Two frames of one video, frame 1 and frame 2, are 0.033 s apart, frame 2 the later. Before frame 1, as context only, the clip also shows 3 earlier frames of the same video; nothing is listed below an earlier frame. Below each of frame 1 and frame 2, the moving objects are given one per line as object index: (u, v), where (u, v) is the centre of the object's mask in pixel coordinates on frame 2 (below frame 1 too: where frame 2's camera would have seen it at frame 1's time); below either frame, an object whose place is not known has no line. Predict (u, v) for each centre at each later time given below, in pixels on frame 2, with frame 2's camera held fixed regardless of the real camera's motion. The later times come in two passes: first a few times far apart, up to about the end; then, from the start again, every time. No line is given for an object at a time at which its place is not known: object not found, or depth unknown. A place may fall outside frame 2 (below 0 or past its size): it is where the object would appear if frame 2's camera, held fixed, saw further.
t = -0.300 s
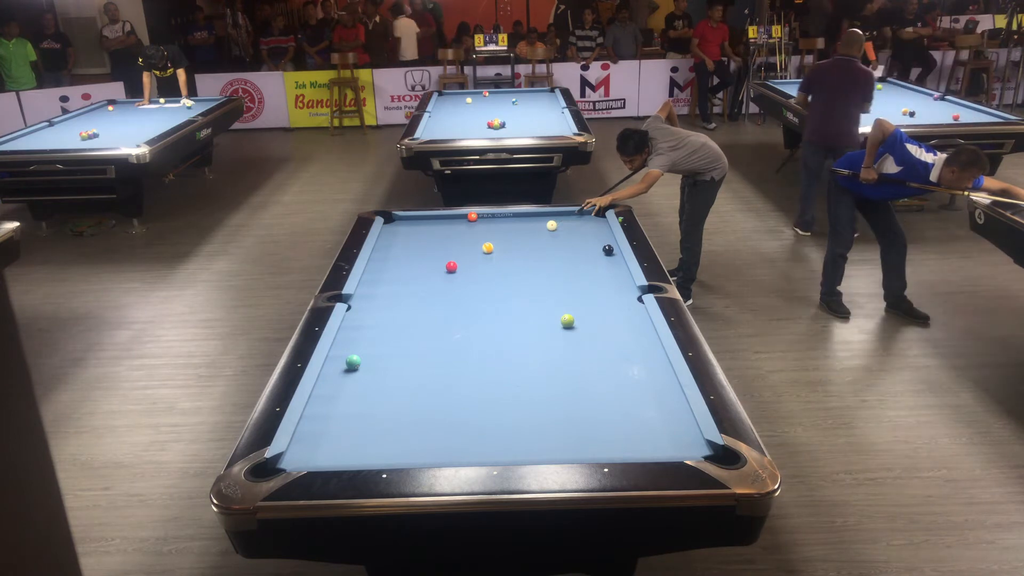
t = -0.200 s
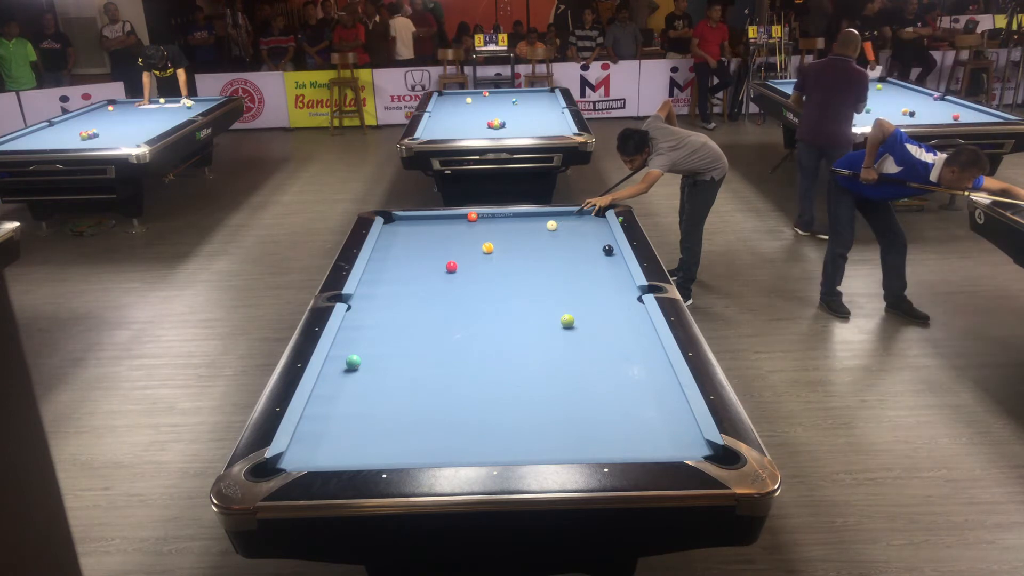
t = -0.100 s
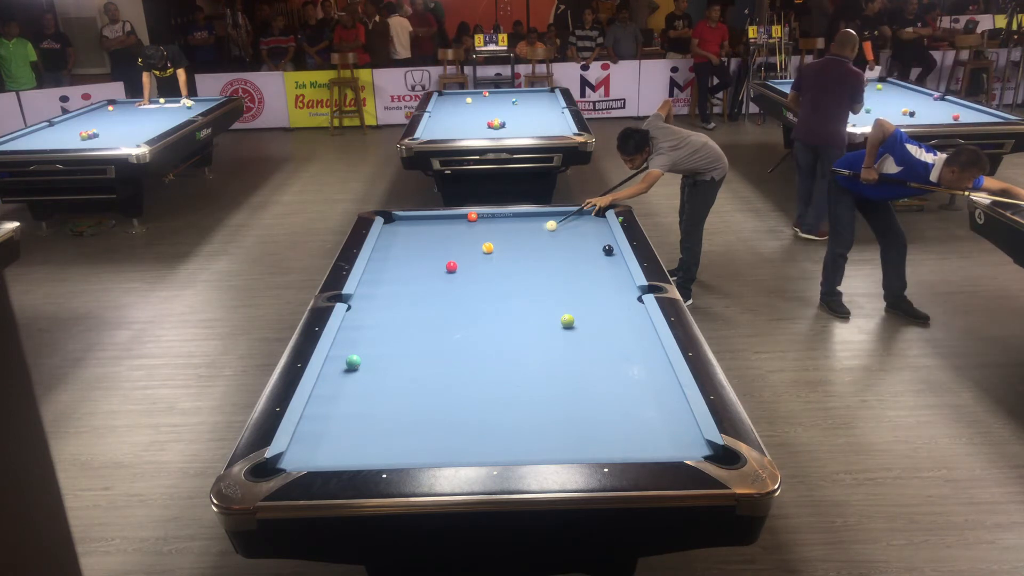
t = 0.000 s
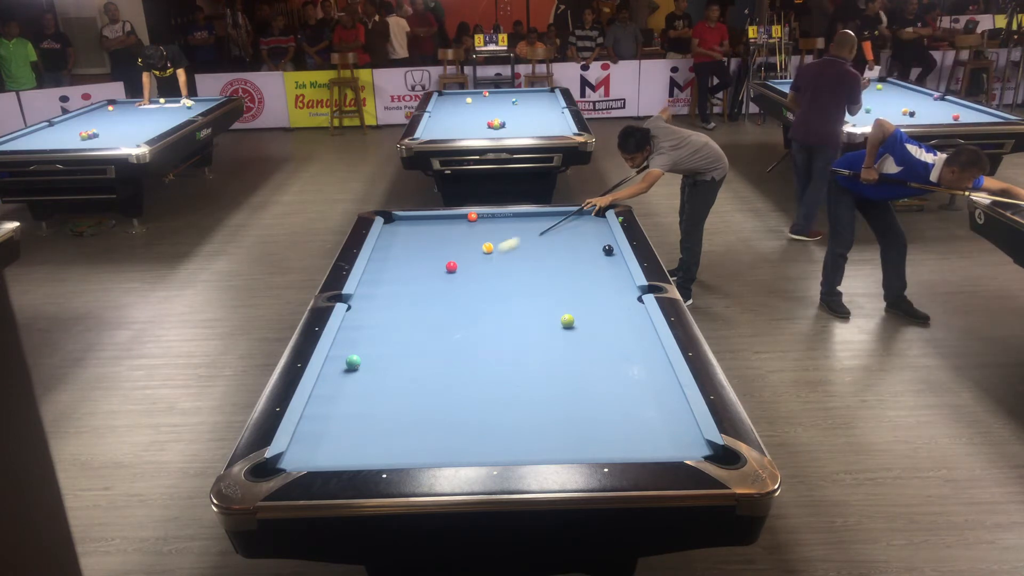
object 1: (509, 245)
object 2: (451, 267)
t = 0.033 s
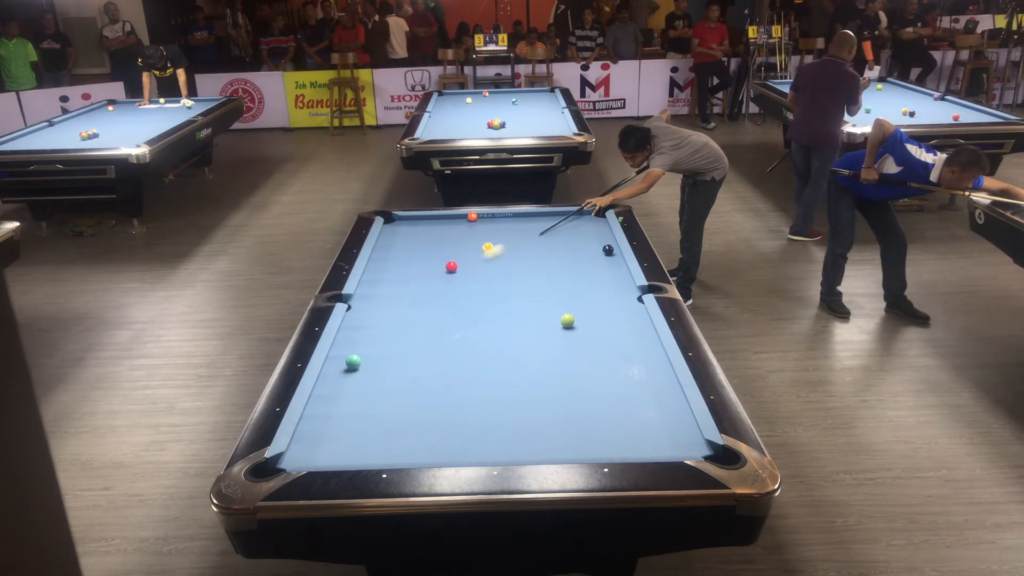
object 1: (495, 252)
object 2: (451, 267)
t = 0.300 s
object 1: (456, 311)
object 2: (371, 271)
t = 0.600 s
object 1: (446, 387)
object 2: (434, 271)
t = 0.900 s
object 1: (437, 441)
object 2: (492, 272)
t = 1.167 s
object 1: (436, 398)
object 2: (543, 272)
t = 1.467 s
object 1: (435, 359)
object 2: (599, 272)
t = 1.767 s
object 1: (434, 329)
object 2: (608, 274)
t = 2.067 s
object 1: (434, 303)
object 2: (583, 275)
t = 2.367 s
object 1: (434, 282)
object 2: (559, 276)
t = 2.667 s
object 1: (434, 264)
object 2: (536, 278)
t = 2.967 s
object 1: (435, 248)
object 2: (515, 279)
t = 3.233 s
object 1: (435, 235)
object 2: (498, 280)
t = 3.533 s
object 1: (436, 223)
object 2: (480, 282)
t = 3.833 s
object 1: (435, 220)
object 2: (463, 282)
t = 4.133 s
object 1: (433, 226)
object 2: (448, 283)
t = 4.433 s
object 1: (432, 231)
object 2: (435, 284)
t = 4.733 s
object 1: (430, 236)
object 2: (423, 285)
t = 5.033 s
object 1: (429, 240)
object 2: (413, 286)
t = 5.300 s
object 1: (427, 244)
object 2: (406, 286)
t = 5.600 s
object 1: (426, 248)
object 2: (399, 287)
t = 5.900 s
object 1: (426, 251)
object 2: (393, 287)
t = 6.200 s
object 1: (425, 254)
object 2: (390, 287)
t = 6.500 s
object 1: (425, 257)
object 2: (387, 287)
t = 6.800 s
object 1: (425, 259)
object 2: (387, 287)
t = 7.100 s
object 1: (425, 260)
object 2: (387, 287)
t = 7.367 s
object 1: (425, 261)
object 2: (387, 287)
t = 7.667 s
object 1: (425, 262)
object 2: (387, 287)
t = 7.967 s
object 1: (425, 262)
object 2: (387, 287)
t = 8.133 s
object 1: (425, 262)
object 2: (387, 287)
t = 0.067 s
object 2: (451, 267)
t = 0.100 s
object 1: (464, 266)
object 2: (449, 267)
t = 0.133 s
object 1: (462, 274)
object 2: (433, 267)
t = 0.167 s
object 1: (461, 281)
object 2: (418, 268)
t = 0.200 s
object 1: (459, 289)
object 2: (404, 269)
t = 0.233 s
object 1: (458, 296)
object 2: (390, 269)
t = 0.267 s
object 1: (457, 304)
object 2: (376, 270)
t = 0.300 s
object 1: (456, 311)
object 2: (371, 271)
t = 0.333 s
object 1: (455, 319)
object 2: (379, 270)
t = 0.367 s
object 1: (454, 327)
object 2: (387, 270)
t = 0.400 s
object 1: (452, 335)
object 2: (395, 271)
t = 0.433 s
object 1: (451, 344)
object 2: (402, 271)
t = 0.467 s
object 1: (450, 352)
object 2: (408, 271)
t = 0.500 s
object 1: (449, 360)
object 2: (415, 271)
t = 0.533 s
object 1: (448, 368)
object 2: (421, 271)
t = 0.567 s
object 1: (447, 378)
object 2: (428, 271)
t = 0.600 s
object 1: (446, 387)
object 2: (434, 271)
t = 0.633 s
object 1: (445, 396)
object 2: (441, 271)
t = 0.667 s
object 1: (444, 405)
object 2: (447, 271)
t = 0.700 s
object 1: (442, 416)
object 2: (454, 271)
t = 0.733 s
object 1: (441, 427)
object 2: (460, 271)
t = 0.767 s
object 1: (439, 438)
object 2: (467, 271)
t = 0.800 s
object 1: (438, 449)
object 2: (473, 271)
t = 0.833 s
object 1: (437, 453)
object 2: (480, 271)
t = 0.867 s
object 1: (437, 449)
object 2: (486, 272)
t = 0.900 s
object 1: (437, 441)
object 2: (492, 272)
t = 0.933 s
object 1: (437, 434)
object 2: (499, 272)
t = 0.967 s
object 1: (437, 428)
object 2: (505, 272)
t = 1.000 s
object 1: (436, 422)
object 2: (511, 272)
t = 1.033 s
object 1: (436, 417)
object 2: (518, 272)
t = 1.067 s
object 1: (436, 412)
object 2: (524, 272)
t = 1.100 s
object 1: (436, 407)
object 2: (530, 272)
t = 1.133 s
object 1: (436, 402)
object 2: (537, 272)
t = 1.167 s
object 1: (436, 398)
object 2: (543, 272)
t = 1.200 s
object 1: (436, 393)
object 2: (549, 272)
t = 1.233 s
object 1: (436, 388)
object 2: (555, 272)
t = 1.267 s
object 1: (435, 384)
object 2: (562, 272)
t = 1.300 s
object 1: (435, 380)
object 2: (568, 272)
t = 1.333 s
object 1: (435, 375)
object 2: (574, 272)
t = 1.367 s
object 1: (435, 371)
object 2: (580, 272)
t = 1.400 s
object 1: (435, 367)
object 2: (587, 272)
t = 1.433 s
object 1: (435, 363)
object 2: (593, 272)
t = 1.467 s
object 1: (435, 359)
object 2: (599, 272)
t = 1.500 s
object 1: (435, 356)
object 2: (605, 272)
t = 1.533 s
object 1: (435, 352)
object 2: (611, 272)
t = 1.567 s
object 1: (434, 349)
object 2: (617, 272)
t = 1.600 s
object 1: (434, 345)
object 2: (623, 273)
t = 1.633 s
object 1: (434, 342)
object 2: (622, 273)
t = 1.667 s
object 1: (434, 338)
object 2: (618, 273)
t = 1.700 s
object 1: (434, 335)
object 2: (615, 273)
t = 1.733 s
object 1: (434, 332)
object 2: (612, 273)
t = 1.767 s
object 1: (434, 329)
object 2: (608, 274)
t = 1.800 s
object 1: (434, 326)
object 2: (606, 274)
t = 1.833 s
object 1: (434, 323)
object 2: (603, 274)
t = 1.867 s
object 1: (434, 320)
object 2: (600, 274)
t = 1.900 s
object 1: (434, 317)
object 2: (597, 274)
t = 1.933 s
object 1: (434, 314)
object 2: (594, 274)
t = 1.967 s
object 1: (434, 311)
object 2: (591, 275)
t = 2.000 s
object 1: (434, 309)
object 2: (588, 275)
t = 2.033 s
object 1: (434, 306)
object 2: (586, 275)
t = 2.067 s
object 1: (434, 303)
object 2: (583, 275)
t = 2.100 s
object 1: (434, 301)
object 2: (580, 275)
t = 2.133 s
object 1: (434, 298)
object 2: (577, 275)
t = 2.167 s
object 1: (434, 296)
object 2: (575, 275)
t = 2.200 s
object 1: (434, 294)
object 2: (572, 276)
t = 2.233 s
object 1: (434, 291)
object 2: (569, 276)
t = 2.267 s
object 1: (434, 289)
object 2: (566, 276)
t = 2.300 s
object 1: (434, 287)
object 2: (564, 276)
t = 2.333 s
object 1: (434, 284)
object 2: (561, 276)
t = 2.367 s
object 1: (434, 282)
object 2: (559, 276)
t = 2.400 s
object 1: (434, 280)
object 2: (556, 277)
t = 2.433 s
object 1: (434, 278)
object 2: (553, 277)
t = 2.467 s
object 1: (434, 275)
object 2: (551, 277)
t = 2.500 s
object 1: (434, 274)
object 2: (548, 277)
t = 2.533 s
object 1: (434, 271)
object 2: (546, 277)
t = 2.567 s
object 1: (434, 270)
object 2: (543, 277)
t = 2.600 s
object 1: (434, 268)
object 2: (541, 278)
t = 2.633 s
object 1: (434, 266)
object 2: (539, 278)
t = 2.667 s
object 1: (434, 264)
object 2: (536, 278)
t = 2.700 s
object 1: (434, 262)
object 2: (534, 278)
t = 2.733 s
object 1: (434, 260)
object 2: (531, 278)
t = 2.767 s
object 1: (434, 258)
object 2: (529, 278)
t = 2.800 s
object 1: (434, 256)
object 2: (527, 278)
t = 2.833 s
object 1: (435, 254)
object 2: (524, 279)
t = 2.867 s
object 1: (435, 253)
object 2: (522, 279)
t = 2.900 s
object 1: (435, 251)
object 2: (520, 279)
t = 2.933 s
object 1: (435, 249)
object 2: (517, 279)
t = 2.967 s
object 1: (435, 248)
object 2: (515, 279)
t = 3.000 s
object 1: (435, 246)
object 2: (513, 279)
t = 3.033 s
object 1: (435, 244)
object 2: (511, 280)
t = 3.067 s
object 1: (435, 243)
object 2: (508, 280)
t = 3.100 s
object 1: (435, 241)
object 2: (506, 280)
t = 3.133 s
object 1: (435, 240)
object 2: (504, 280)
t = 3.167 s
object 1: (435, 238)
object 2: (502, 280)
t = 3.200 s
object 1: (435, 237)
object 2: (500, 280)
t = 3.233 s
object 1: (435, 235)
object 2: (498, 280)
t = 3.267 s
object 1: (435, 234)
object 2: (496, 280)
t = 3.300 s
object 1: (435, 232)
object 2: (494, 280)
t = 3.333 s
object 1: (436, 231)
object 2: (492, 281)
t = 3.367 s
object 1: (436, 230)
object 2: (489, 281)
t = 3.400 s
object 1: (436, 228)
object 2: (487, 281)
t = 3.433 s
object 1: (436, 227)
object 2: (486, 281)
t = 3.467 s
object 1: (436, 226)
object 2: (483, 281)
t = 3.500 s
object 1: (436, 224)
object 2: (482, 281)
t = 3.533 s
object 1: (436, 223)
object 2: (480, 282)
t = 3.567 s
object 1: (436, 222)
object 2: (478, 282)
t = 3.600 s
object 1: (436, 220)
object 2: (476, 282)
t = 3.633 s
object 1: (436, 219)
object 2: (474, 282)
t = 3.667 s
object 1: (436, 218)
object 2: (472, 282)
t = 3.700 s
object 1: (436, 218)
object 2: (470, 282)
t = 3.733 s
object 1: (436, 218)
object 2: (468, 282)
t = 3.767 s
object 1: (436, 219)
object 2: (467, 282)
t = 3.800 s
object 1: (435, 220)
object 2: (465, 282)
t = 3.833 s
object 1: (435, 220)
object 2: (463, 282)
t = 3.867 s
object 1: (435, 221)
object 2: (461, 283)
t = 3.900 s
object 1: (435, 221)
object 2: (460, 283)
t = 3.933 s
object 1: (434, 222)
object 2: (458, 283)
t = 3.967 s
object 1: (434, 222)
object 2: (456, 283)
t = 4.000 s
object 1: (434, 223)
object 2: (455, 283)
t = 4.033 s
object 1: (434, 224)
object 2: (453, 283)
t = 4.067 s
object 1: (434, 224)
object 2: (451, 283)
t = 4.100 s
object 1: (434, 225)
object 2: (450, 283)
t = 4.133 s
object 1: (433, 226)
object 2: (448, 283)
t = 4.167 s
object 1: (433, 226)
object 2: (447, 283)
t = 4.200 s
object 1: (433, 227)
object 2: (445, 284)
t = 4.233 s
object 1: (433, 227)
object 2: (444, 284)
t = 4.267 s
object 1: (433, 228)
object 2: (442, 284)
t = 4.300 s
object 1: (432, 229)
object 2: (441, 284)
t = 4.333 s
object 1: (432, 229)
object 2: (439, 284)
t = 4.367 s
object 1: (432, 230)
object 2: (438, 284)
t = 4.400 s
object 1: (432, 230)
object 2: (436, 284)
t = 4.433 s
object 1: (432, 231)
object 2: (435, 284)
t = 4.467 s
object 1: (432, 231)
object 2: (433, 284)
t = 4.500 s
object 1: (431, 232)
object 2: (432, 284)
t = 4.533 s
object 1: (431, 232)
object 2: (431, 285)
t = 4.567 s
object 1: (431, 233)
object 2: (429, 285)
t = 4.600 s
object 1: (431, 233)
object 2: (428, 285)
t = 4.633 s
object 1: (431, 234)
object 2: (427, 285)
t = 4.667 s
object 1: (430, 234)
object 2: (426, 285)
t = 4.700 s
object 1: (430, 235)
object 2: (424, 285)
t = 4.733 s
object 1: (430, 236)
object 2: (423, 285)
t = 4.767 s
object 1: (430, 236)
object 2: (422, 285)
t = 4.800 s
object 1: (430, 237)
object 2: (421, 285)
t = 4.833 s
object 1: (430, 237)
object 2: (420, 285)
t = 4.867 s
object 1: (429, 238)
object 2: (419, 285)
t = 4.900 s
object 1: (429, 238)
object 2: (418, 285)
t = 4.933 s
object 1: (429, 239)
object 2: (417, 285)
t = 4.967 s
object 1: (429, 239)
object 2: (415, 286)
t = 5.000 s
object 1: (429, 240)
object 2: (414, 286)
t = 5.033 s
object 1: (429, 240)
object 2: (413, 286)
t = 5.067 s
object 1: (428, 240)
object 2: (412, 286)
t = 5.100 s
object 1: (428, 241)
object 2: (411, 286)
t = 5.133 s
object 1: (428, 241)
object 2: (410, 286)
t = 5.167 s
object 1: (428, 242)
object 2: (410, 286)
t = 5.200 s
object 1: (428, 243)
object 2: (409, 286)
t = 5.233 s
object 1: (428, 243)
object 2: (408, 286)
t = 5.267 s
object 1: (427, 243)
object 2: (407, 286)
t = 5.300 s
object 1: (427, 244)
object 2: (406, 286)
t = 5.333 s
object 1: (427, 244)
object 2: (405, 286)
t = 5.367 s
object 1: (427, 245)
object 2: (404, 286)
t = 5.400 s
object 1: (427, 245)
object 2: (403, 286)
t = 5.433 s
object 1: (427, 246)
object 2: (402, 286)
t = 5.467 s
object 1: (427, 246)
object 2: (402, 286)
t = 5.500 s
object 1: (426, 247)
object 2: (401, 287)
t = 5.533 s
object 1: (426, 247)
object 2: (400, 287)
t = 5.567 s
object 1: (426, 247)
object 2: (400, 287)
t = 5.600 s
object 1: (426, 248)
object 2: (399, 287)
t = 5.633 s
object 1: (426, 248)
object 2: (398, 287)
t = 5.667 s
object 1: (426, 249)
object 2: (397, 287)
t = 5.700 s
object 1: (426, 249)
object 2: (397, 287)
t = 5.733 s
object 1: (426, 249)
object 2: (396, 287)
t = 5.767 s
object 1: (426, 250)
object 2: (396, 287)
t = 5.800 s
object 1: (426, 250)
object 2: (395, 287)
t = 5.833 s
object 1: (426, 250)
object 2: (394, 287)
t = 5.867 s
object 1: (426, 251)
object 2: (394, 287)
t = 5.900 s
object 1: (426, 251)
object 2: (393, 287)
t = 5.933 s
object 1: (426, 252)
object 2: (393, 287)
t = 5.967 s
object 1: (426, 252)
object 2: (392, 287)
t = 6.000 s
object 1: (425, 252)
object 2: (392, 287)
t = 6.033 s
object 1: (425, 253)
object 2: (392, 287)
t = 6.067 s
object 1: (425, 253)
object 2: (391, 287)
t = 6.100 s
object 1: (425, 253)
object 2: (391, 287)
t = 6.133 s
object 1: (425, 254)
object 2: (390, 287)
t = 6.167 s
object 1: (425, 254)
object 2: (390, 287)
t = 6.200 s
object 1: (425, 254)
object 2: (390, 287)
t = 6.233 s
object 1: (425, 255)
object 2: (389, 287)
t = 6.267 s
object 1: (425, 255)
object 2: (389, 287)
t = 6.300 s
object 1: (425, 255)
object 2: (389, 287)
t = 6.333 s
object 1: (425, 255)
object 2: (388, 287)
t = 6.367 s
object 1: (425, 256)
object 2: (388, 287)
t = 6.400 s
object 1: (425, 256)
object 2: (388, 287)
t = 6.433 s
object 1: (425, 256)
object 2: (388, 287)
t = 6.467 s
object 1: (425, 257)
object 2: (388, 287)
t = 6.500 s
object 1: (425, 257)
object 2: (387, 287)
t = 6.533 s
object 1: (425, 257)
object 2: (387, 287)
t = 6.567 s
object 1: (425, 257)
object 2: (387, 287)
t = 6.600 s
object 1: (425, 258)
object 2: (387, 287)
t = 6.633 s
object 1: (425, 258)
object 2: (387, 287)
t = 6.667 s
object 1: (425, 258)
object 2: (387, 287)
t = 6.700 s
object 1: (425, 258)
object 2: (387, 287)
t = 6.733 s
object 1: (425, 258)
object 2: (387, 287)
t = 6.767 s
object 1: (425, 259)
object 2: (387, 287)
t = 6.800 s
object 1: (425, 259)
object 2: (387, 287)
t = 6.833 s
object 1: (425, 259)
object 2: (387, 287)
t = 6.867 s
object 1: (425, 259)
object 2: (387, 287)
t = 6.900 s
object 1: (425, 259)
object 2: (387, 287)
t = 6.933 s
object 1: (425, 260)
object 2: (387, 287)
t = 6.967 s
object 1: (425, 260)
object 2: (387, 287)
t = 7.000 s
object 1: (425, 260)
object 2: (387, 287)
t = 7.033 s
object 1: (425, 260)
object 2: (387, 287)
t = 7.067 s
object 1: (425, 260)
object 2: (387, 287)
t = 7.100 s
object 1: (425, 260)
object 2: (387, 287)
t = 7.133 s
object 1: (425, 261)
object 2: (387, 287)
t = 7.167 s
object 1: (425, 261)
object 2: (387, 287)
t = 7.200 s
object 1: (425, 261)
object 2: (387, 287)
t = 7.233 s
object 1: (425, 261)
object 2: (387, 287)
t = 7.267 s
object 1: (425, 261)
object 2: (387, 287)
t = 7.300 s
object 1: (425, 261)
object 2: (387, 287)
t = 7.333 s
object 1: (425, 261)
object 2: (387, 287)
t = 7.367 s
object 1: (425, 261)
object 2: (387, 287)
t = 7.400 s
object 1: (425, 261)
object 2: (387, 287)
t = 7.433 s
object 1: (425, 262)
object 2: (387, 287)
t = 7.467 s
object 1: (425, 262)
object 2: (387, 287)
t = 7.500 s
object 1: (425, 262)
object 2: (387, 287)
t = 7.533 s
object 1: (425, 262)
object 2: (387, 287)
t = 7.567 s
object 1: (425, 262)
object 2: (387, 287)
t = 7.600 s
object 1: (425, 262)
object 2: (387, 287)
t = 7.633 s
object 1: (425, 262)
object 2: (387, 287)
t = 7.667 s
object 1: (425, 262)
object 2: (387, 287)
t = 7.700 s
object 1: (425, 262)
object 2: (387, 287)
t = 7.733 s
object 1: (425, 262)
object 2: (387, 287)
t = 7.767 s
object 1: (425, 262)
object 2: (387, 287)
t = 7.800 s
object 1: (425, 262)
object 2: (387, 287)
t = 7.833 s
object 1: (425, 262)
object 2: (387, 287)
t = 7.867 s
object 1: (425, 262)
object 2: (387, 287)
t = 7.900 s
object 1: (425, 262)
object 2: (387, 287)
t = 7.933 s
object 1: (425, 262)
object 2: (387, 287)
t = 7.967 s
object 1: (425, 262)
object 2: (387, 287)
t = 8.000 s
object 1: (425, 262)
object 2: (387, 287)
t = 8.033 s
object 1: (425, 262)
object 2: (387, 287)
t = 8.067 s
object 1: (425, 262)
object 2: (387, 287)
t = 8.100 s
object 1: (425, 262)
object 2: (387, 287)
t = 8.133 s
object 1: (425, 262)
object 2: (387, 287)
